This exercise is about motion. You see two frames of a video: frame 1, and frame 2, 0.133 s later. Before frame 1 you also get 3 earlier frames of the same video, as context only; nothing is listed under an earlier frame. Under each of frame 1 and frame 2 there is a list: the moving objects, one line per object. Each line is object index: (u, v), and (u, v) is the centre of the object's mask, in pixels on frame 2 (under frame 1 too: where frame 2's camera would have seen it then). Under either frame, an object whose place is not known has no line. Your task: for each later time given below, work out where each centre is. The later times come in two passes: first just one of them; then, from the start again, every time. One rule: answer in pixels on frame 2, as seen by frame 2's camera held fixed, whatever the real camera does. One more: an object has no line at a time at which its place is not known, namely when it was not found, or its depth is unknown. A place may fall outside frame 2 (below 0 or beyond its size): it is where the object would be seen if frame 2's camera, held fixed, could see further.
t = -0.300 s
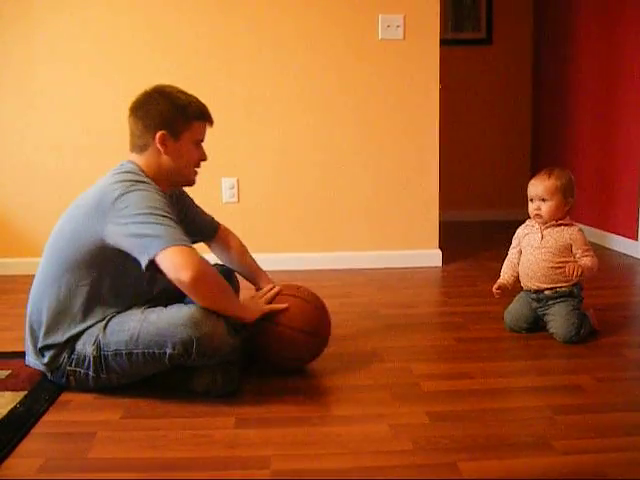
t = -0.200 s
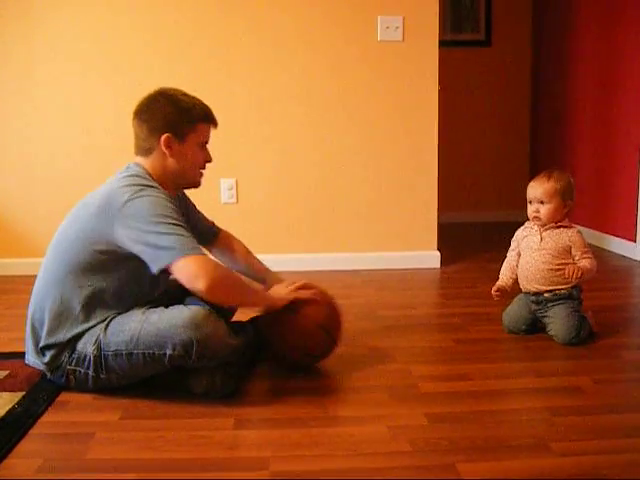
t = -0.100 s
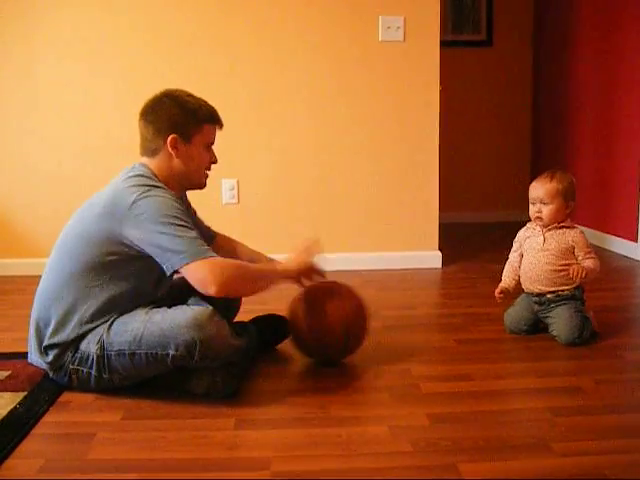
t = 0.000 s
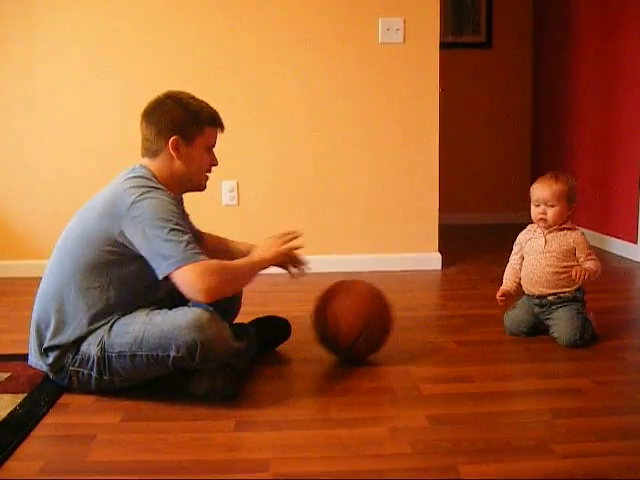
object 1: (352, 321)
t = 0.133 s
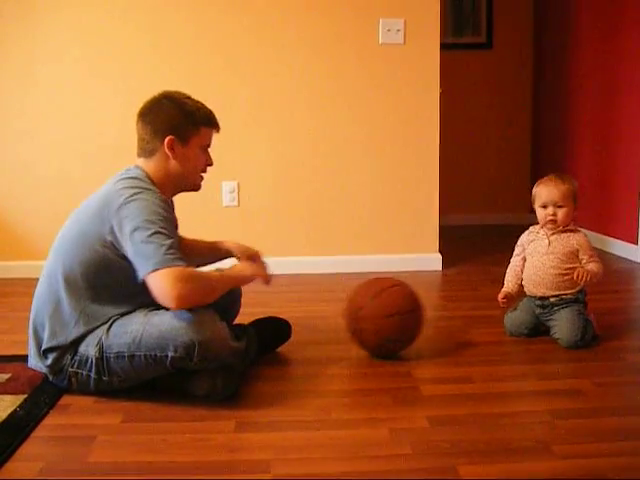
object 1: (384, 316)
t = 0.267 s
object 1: (412, 311)
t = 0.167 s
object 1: (391, 315)
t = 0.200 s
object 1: (398, 313)
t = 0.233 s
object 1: (405, 312)
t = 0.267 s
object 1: (412, 311)
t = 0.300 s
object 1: (419, 310)
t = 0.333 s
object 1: (426, 310)
